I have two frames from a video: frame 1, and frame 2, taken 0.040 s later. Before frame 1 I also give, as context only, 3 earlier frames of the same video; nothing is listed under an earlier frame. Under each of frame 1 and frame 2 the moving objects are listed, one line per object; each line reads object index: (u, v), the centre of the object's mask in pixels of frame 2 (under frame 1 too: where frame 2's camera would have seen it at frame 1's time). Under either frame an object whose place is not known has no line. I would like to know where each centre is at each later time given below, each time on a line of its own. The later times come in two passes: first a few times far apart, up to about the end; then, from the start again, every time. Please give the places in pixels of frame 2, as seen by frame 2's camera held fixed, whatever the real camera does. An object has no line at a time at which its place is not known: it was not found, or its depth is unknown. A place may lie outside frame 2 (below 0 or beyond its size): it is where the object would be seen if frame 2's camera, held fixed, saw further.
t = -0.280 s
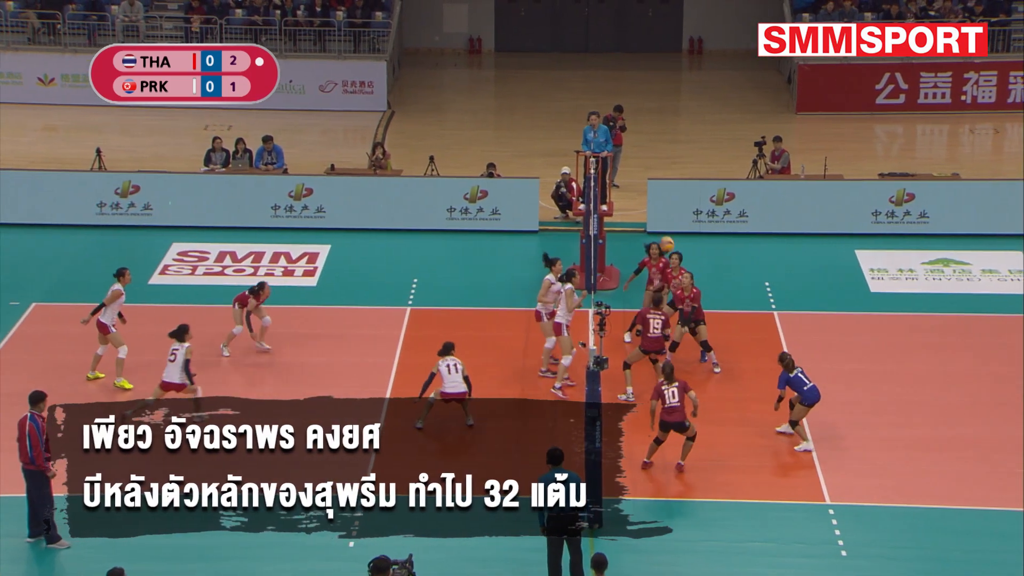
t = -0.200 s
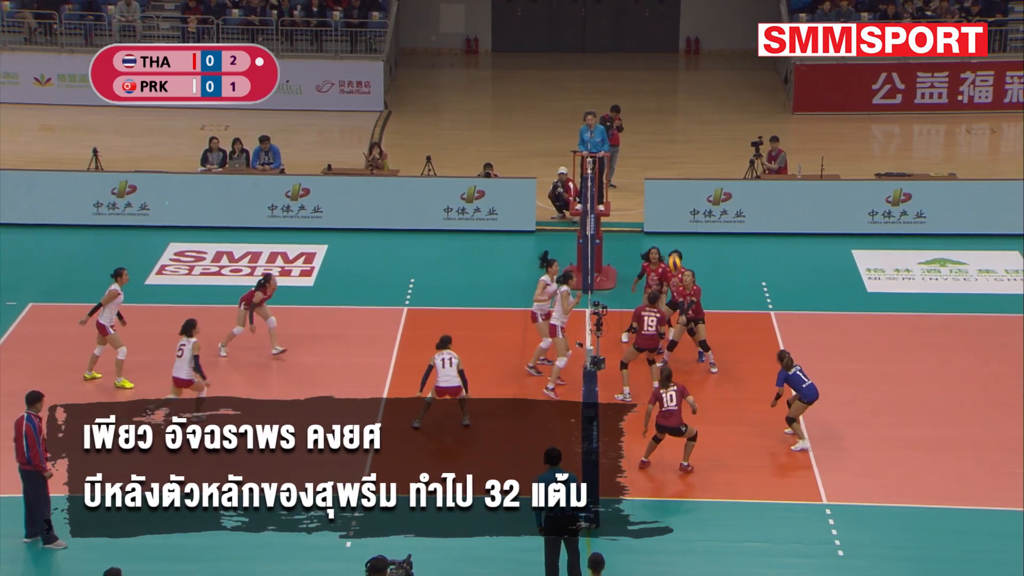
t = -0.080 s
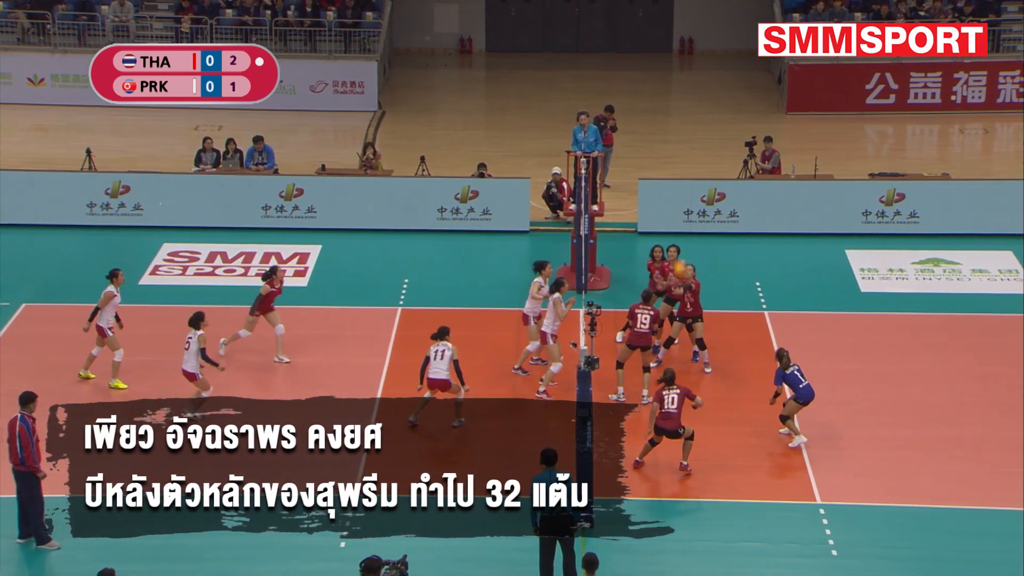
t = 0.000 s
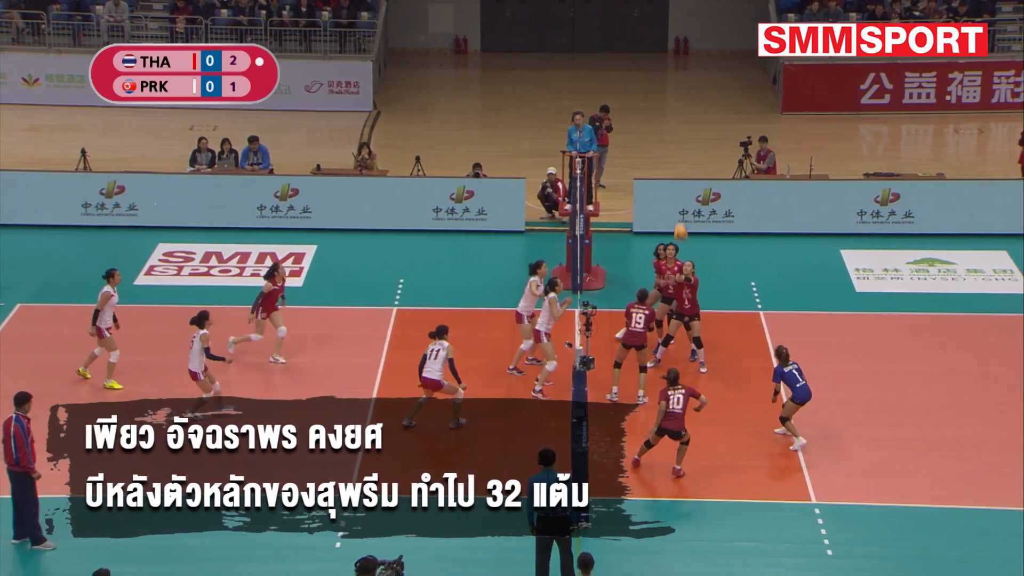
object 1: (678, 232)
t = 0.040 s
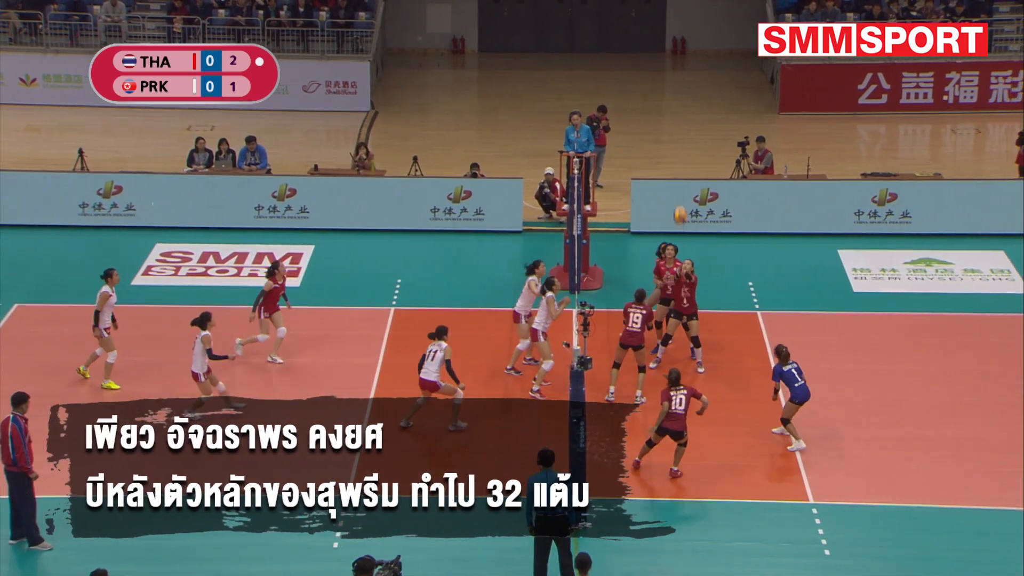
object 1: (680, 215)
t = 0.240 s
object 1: (690, 146)
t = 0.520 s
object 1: (703, 95)
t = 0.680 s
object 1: (709, 89)
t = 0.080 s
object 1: (683, 199)
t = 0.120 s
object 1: (685, 185)
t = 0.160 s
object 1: (687, 171)
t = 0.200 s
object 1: (689, 157)
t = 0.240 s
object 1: (690, 146)
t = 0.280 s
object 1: (692, 136)
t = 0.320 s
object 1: (694, 126)
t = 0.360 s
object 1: (696, 118)
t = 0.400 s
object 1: (698, 111)
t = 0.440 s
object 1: (699, 105)
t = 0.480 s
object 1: (700, 100)
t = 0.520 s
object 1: (703, 95)
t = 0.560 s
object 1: (704, 92)
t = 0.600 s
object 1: (706, 90)
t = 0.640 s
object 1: (708, 89)
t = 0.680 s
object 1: (709, 89)
